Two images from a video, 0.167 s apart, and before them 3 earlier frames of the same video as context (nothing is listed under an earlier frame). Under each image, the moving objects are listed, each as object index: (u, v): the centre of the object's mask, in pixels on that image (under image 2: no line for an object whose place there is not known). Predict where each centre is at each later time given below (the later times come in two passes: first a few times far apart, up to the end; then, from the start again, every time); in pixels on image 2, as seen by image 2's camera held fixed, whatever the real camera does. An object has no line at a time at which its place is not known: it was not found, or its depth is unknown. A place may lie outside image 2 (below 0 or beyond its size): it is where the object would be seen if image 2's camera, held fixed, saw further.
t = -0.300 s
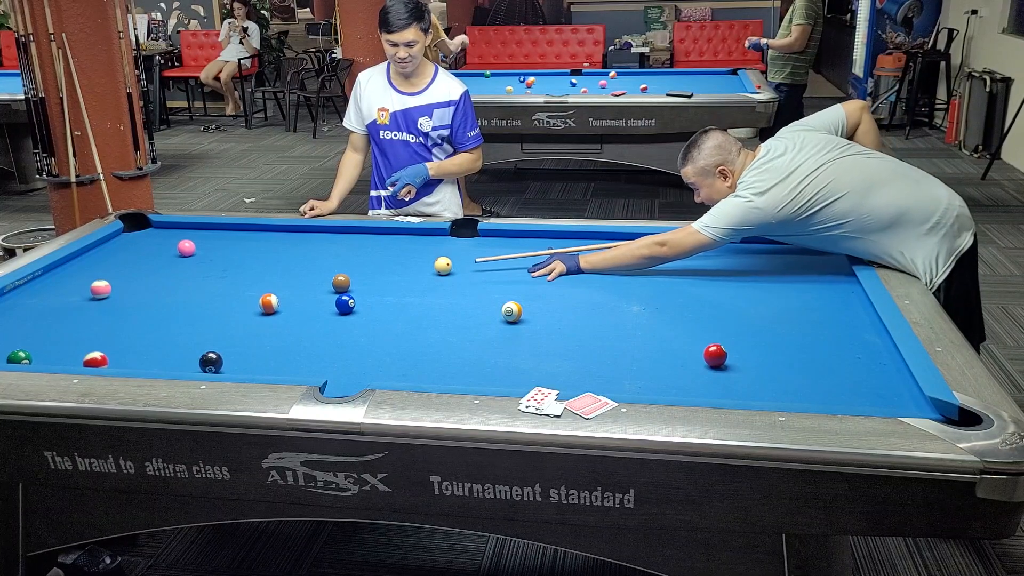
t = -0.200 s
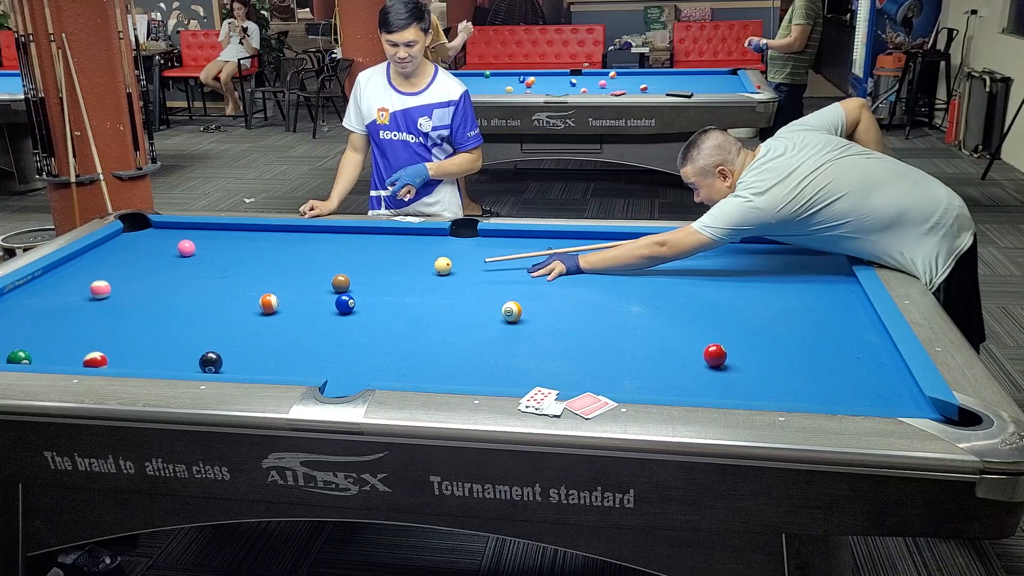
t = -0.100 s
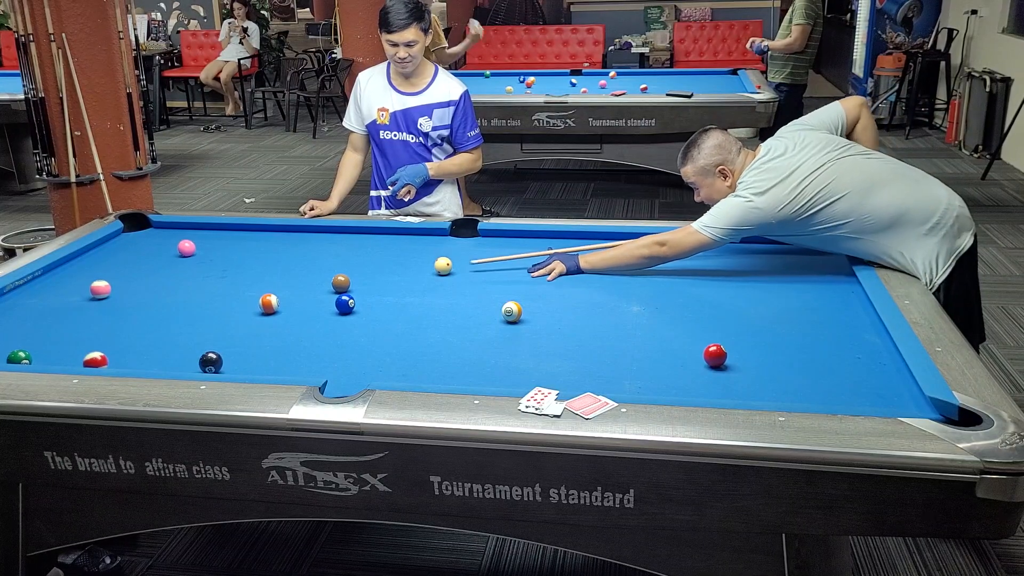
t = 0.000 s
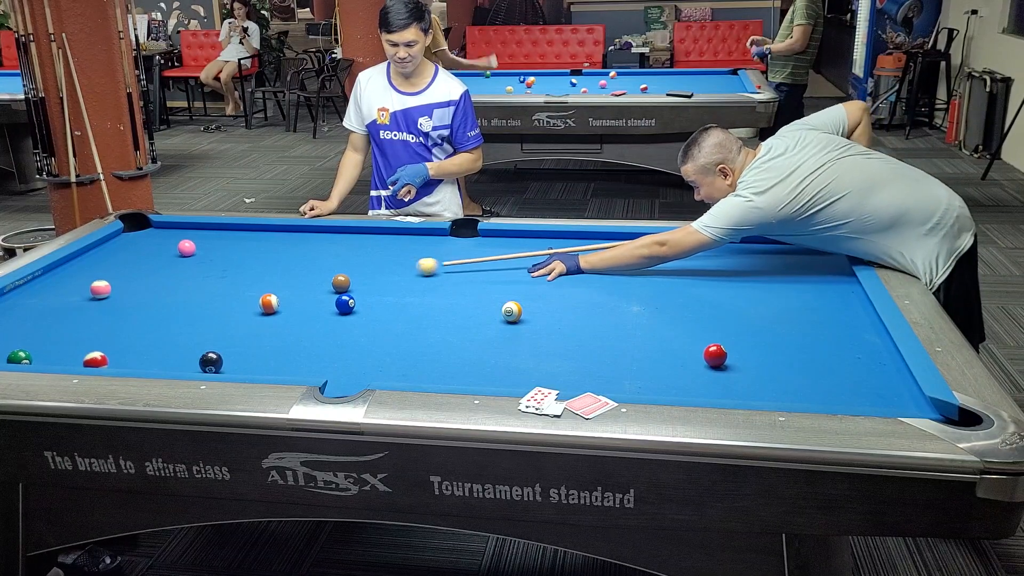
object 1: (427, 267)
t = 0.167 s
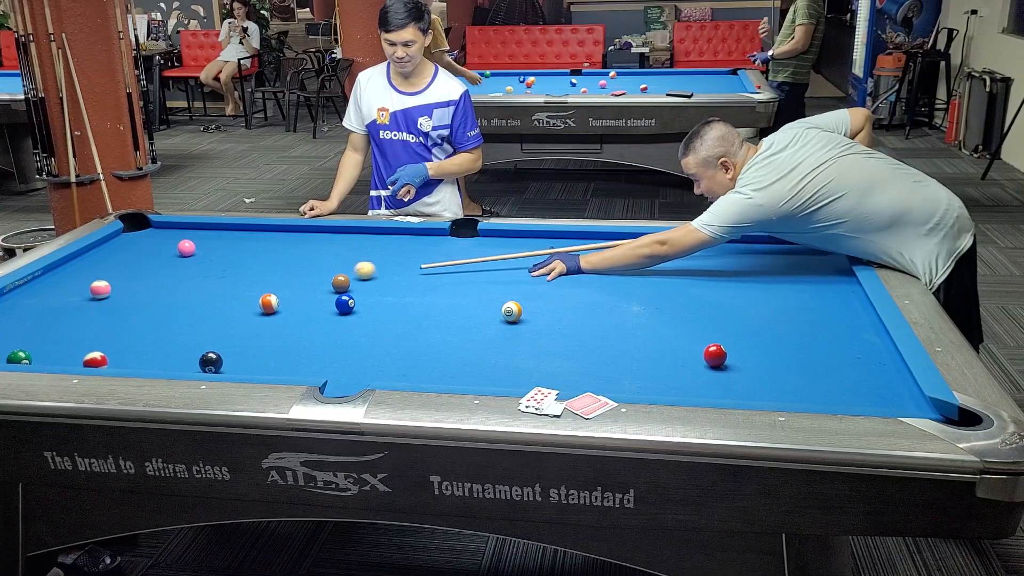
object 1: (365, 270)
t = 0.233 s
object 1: (342, 269)
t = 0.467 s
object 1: (263, 276)
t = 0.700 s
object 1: (183, 281)
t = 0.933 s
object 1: (115, 283)
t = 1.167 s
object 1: (86, 277)
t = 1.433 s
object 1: (54, 270)
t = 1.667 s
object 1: (75, 267)
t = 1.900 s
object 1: (104, 263)
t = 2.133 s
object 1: (131, 260)
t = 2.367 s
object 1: (156, 257)
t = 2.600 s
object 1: (179, 254)
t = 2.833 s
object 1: (201, 252)
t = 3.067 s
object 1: (221, 250)
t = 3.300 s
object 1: (240, 248)
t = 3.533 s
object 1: (257, 246)
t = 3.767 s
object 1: (273, 244)
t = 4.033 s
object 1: (289, 242)
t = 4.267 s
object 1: (302, 241)
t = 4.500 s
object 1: (313, 240)
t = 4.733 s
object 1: (323, 239)
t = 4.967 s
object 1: (332, 238)
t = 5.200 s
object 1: (339, 237)
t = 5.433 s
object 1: (345, 237)
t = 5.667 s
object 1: (349, 236)
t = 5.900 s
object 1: (353, 236)
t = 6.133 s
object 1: (356, 236)
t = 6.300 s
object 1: (357, 236)
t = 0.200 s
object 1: (353, 271)
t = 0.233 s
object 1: (342, 269)
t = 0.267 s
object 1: (329, 271)
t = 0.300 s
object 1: (319, 273)
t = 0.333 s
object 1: (308, 274)
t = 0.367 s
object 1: (297, 274)
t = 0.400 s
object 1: (285, 275)
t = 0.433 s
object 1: (274, 275)
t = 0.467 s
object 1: (263, 276)
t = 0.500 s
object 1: (251, 277)
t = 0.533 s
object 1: (240, 278)
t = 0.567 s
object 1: (229, 278)
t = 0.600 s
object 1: (217, 279)
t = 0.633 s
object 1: (206, 280)
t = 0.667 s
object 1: (195, 280)
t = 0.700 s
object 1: (183, 281)
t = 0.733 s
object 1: (172, 282)
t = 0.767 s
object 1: (161, 282)
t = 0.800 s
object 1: (149, 283)
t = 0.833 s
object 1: (138, 284)
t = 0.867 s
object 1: (127, 284)
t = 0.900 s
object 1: (118, 284)
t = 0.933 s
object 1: (115, 283)
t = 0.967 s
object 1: (111, 282)
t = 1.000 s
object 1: (107, 281)
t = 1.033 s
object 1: (103, 280)
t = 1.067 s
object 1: (98, 280)
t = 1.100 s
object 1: (94, 279)
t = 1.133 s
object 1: (90, 278)
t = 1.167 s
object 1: (86, 277)
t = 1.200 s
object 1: (82, 276)
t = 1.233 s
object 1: (78, 275)
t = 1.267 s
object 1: (74, 274)
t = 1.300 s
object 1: (70, 274)
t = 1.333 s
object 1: (66, 273)
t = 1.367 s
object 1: (62, 272)
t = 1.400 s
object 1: (58, 271)
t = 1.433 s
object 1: (54, 270)
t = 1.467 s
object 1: (50, 270)
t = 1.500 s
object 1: (53, 269)
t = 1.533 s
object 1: (58, 269)
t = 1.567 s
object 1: (62, 268)
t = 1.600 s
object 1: (66, 268)
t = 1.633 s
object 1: (71, 267)
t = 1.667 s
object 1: (75, 267)
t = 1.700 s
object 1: (79, 266)
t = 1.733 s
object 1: (83, 266)
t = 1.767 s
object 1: (88, 265)
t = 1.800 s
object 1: (92, 265)
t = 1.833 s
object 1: (96, 264)
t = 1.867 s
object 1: (100, 264)
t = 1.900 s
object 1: (104, 263)
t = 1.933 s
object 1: (108, 263)
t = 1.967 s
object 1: (112, 262)
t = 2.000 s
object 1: (116, 262)
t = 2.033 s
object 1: (119, 262)
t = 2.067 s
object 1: (123, 261)
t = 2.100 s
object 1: (127, 261)
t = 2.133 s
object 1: (131, 260)
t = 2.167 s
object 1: (134, 260)
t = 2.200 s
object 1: (138, 259)
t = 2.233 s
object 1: (142, 259)
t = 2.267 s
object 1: (145, 258)
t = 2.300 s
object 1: (149, 258)
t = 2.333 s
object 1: (152, 258)
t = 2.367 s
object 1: (156, 257)
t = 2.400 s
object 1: (159, 257)
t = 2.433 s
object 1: (163, 257)
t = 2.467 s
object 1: (166, 256)
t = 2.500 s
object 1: (170, 256)
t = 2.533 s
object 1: (173, 255)
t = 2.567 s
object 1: (176, 255)
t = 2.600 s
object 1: (179, 254)
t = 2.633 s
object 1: (182, 254)
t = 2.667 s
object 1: (186, 254)
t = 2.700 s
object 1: (189, 254)
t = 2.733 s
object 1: (192, 253)
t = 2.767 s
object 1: (195, 253)
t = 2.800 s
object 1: (198, 252)
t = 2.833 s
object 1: (201, 252)
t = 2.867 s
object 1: (204, 252)
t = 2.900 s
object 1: (207, 251)
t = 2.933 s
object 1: (210, 251)
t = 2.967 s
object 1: (213, 251)
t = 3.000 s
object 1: (216, 250)
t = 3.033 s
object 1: (218, 250)
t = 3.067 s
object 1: (221, 250)
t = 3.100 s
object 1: (224, 249)
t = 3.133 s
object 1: (227, 249)
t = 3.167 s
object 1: (229, 249)
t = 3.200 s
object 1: (232, 248)
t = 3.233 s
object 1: (235, 248)
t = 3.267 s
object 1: (237, 248)
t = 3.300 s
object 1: (240, 248)
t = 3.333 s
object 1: (242, 247)
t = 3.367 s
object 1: (245, 247)
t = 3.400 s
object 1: (248, 247)
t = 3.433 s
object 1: (250, 246)
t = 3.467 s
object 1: (252, 246)
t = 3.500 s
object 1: (255, 246)
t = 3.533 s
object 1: (257, 246)
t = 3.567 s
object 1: (259, 246)
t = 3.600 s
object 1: (262, 245)
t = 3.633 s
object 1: (264, 245)
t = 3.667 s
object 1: (266, 245)
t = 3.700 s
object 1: (268, 245)
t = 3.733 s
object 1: (271, 244)
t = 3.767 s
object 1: (273, 244)
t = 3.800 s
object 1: (275, 244)
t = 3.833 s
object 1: (277, 243)
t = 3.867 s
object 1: (279, 243)
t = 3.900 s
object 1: (281, 243)
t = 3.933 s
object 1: (283, 243)
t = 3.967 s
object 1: (285, 243)
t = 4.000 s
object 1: (287, 243)
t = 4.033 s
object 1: (289, 242)
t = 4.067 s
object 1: (291, 242)
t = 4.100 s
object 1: (293, 242)
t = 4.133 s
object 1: (295, 242)
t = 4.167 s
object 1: (297, 241)
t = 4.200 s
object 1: (298, 241)
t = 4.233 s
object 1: (300, 241)
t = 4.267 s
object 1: (302, 241)
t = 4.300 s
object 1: (303, 241)
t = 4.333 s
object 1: (305, 241)
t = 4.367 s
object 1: (307, 240)
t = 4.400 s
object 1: (308, 240)
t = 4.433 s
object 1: (310, 240)
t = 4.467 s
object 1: (311, 240)
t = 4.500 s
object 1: (313, 240)
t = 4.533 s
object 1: (314, 240)
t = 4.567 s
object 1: (316, 239)
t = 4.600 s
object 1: (317, 239)
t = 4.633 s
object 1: (319, 239)
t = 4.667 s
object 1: (320, 239)
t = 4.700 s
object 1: (321, 239)
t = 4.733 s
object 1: (323, 239)
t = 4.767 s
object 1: (324, 238)
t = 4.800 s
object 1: (326, 238)
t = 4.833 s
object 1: (327, 238)
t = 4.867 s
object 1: (328, 238)
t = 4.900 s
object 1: (329, 238)
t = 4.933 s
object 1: (331, 238)
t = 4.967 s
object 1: (332, 238)
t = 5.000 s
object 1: (333, 238)
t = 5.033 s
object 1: (334, 238)
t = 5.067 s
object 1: (335, 238)
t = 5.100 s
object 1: (336, 237)
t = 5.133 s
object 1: (337, 237)
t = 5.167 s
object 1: (338, 237)
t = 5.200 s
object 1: (339, 237)
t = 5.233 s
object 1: (340, 237)
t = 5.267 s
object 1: (341, 237)
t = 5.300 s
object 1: (342, 237)
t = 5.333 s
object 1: (343, 237)
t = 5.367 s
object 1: (343, 237)
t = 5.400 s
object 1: (344, 237)
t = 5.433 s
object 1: (345, 237)
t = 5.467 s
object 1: (346, 237)
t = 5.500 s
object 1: (346, 237)
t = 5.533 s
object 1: (347, 236)
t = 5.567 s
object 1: (348, 236)
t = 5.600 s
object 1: (348, 236)
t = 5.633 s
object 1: (349, 236)
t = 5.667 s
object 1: (349, 236)
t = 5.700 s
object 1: (350, 236)
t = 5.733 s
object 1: (351, 236)
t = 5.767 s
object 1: (351, 236)
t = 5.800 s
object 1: (352, 236)
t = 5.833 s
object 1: (352, 236)
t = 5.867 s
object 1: (353, 236)
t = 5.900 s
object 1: (353, 236)
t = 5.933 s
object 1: (354, 236)
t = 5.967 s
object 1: (354, 236)
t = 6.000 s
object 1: (354, 236)
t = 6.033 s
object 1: (355, 236)
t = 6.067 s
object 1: (355, 236)
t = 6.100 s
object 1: (355, 236)
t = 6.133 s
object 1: (356, 236)
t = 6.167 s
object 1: (356, 236)
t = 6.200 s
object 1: (356, 236)
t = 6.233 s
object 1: (356, 236)
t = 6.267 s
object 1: (357, 236)
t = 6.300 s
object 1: (357, 236)
